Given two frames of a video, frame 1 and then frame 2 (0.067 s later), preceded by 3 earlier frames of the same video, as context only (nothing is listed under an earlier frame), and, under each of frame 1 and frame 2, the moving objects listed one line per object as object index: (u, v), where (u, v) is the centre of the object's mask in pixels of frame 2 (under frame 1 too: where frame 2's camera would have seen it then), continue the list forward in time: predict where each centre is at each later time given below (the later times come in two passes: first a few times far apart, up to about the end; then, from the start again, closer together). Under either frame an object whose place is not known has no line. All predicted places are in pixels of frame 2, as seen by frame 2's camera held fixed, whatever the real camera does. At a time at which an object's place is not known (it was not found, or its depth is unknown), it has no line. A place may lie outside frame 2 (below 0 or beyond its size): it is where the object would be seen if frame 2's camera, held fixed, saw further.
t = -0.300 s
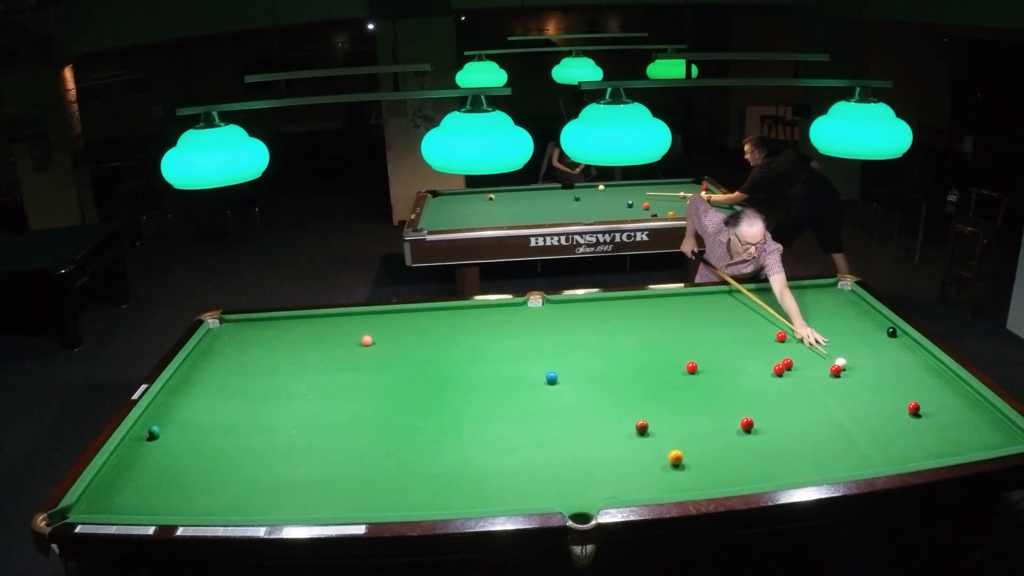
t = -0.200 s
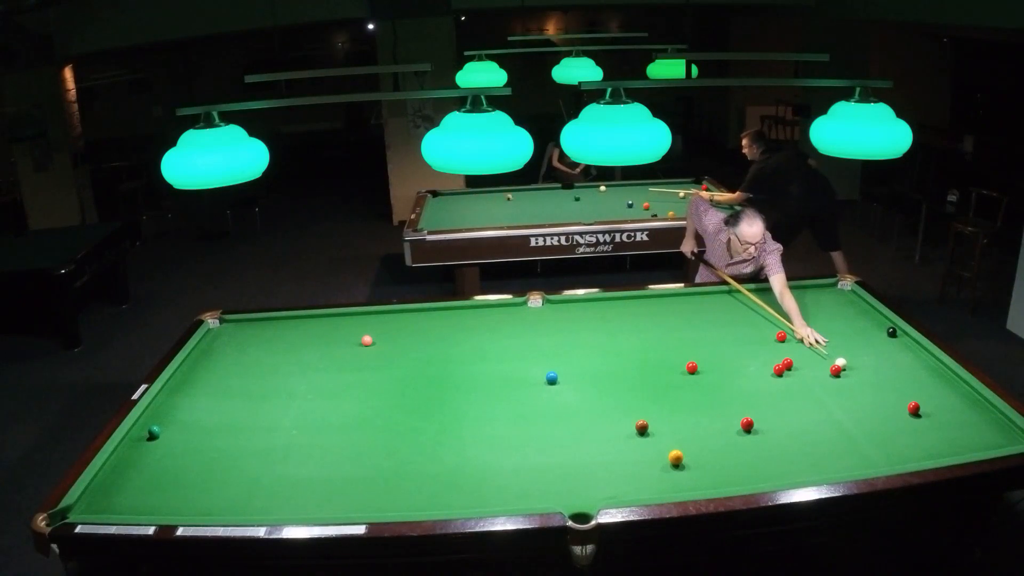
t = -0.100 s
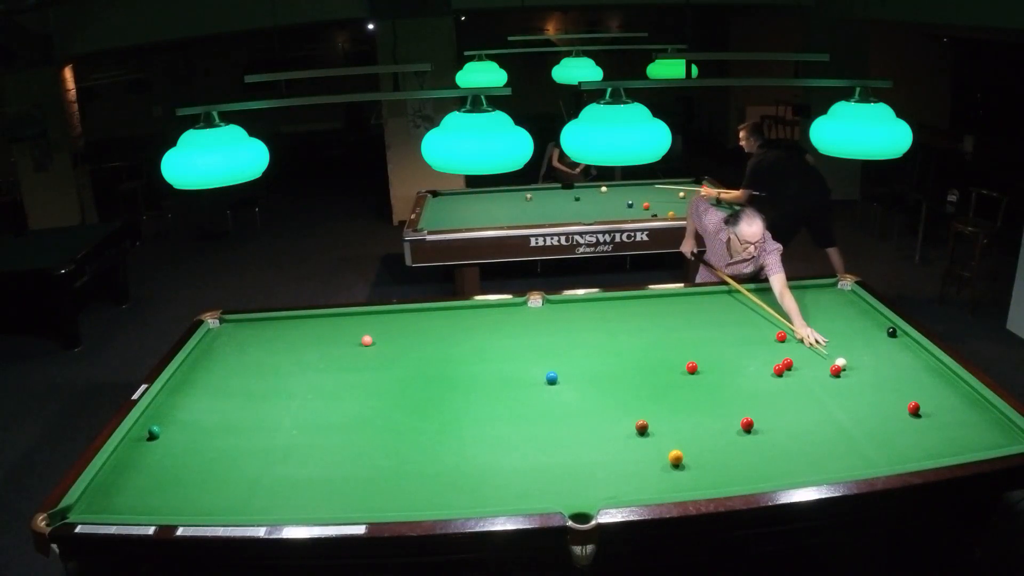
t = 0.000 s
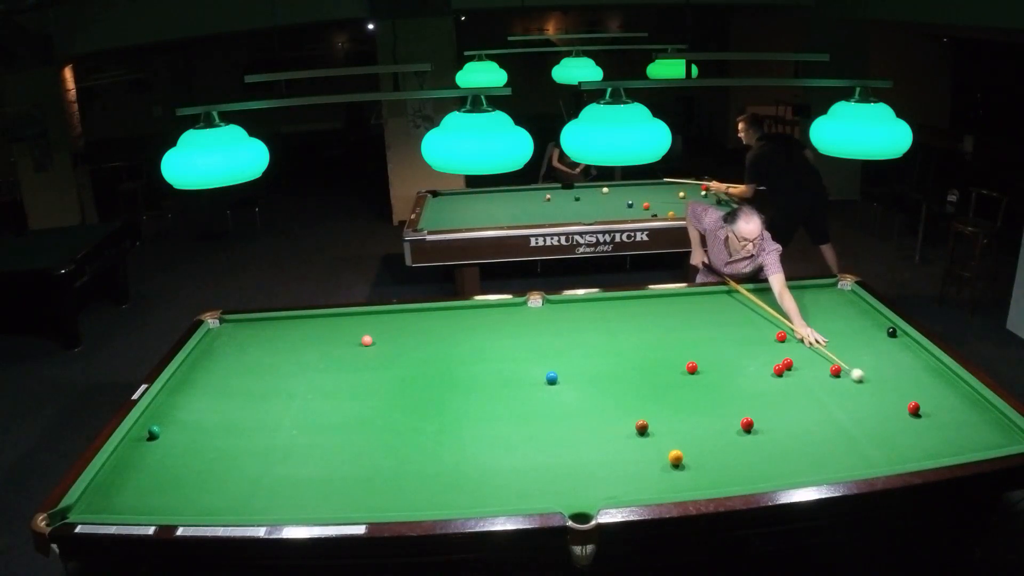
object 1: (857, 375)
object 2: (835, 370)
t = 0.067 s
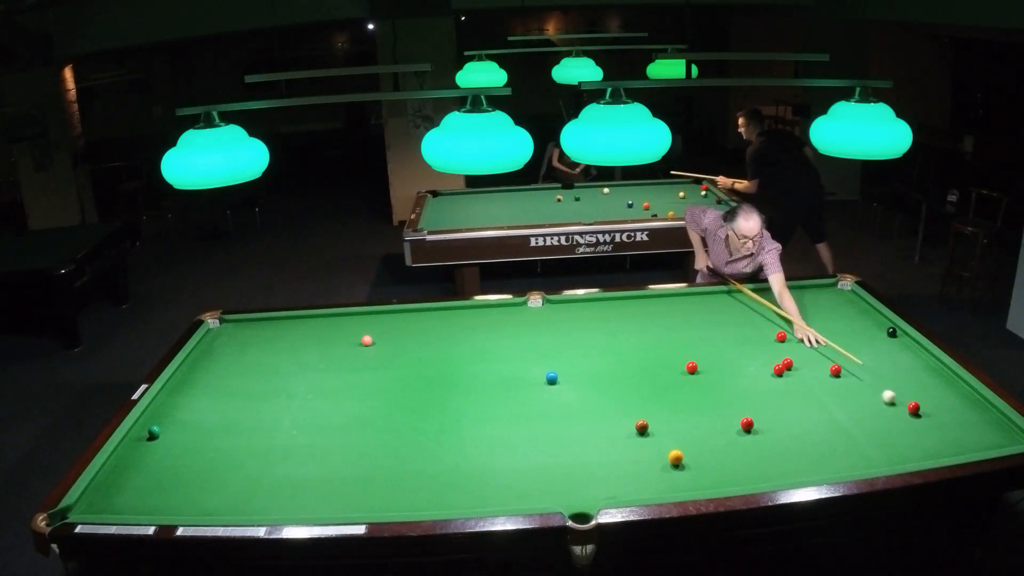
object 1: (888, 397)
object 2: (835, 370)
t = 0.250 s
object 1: (896, 436)
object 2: (835, 370)
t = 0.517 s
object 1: (862, 451)
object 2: (835, 370)
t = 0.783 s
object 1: (801, 423)
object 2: (835, 370)
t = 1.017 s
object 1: (754, 403)
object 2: (835, 370)
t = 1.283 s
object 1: (705, 381)
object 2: (835, 370)
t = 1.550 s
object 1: (662, 361)
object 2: (809, 362)
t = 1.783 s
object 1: (628, 346)
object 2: (785, 353)
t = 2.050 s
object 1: (593, 331)
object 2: (760, 345)
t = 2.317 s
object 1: (562, 318)
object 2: (736, 338)
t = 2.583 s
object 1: (535, 307)
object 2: (715, 331)
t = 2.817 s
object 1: (540, 305)
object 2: (698, 326)
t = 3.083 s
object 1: (563, 309)
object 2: (680, 320)
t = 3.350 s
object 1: (587, 314)
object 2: (664, 315)
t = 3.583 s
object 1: (607, 317)
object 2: (651, 311)
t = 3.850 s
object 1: (629, 322)
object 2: (637, 307)
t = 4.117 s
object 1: (650, 326)
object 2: (626, 303)
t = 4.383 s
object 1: (671, 330)
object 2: (615, 300)
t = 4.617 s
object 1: (689, 333)
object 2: (610, 300)
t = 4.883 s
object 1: (707, 337)
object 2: (606, 303)
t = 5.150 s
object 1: (725, 340)
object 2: (604, 305)
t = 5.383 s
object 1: (739, 343)
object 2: (602, 306)
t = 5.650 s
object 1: (755, 346)
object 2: (600, 308)
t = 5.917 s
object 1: (768, 349)
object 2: (598, 308)
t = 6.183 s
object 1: (780, 351)
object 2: (598, 309)
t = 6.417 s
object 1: (790, 353)
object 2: (598, 309)
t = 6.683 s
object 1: (799, 356)
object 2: (598, 309)
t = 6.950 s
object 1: (807, 357)
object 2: (598, 309)
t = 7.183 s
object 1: (812, 358)
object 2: (598, 309)
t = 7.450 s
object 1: (818, 359)
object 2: (598, 309)
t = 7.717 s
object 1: (822, 359)
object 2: (598, 309)
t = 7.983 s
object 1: (825, 359)
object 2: (598, 309)
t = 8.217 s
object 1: (826, 360)
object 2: (598, 309)
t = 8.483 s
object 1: (827, 360)
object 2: (598, 309)
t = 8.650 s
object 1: (827, 360)
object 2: (598, 309)
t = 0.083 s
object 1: (896, 402)
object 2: (835, 370)
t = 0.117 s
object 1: (900, 411)
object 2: (835, 370)
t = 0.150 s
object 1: (899, 417)
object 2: (835, 370)
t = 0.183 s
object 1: (897, 424)
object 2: (835, 370)
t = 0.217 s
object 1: (897, 430)
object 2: (835, 370)
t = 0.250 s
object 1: (896, 436)
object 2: (835, 370)
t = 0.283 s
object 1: (895, 443)
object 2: (835, 370)
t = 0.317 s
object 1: (895, 449)
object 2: (835, 370)
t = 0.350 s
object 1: (894, 456)
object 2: (835, 370)
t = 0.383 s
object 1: (893, 461)
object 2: (835, 370)
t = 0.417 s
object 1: (887, 461)
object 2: (835, 370)
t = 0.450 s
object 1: (879, 458)
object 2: (835, 370)
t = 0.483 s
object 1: (870, 455)
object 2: (835, 370)
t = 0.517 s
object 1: (862, 451)
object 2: (835, 370)
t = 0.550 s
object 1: (854, 447)
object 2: (835, 370)
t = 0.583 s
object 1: (846, 444)
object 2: (835, 370)
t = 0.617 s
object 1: (838, 440)
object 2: (835, 370)
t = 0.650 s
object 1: (831, 437)
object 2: (835, 370)
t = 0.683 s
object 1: (823, 433)
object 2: (835, 370)
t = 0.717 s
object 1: (816, 430)
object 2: (835, 370)
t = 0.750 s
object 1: (808, 427)
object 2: (835, 370)
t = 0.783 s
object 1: (801, 423)
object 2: (835, 370)
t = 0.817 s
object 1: (794, 420)
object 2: (835, 370)
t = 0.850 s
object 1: (787, 417)
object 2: (835, 370)
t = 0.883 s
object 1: (780, 414)
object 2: (835, 370)
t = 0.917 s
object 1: (773, 411)
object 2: (835, 370)
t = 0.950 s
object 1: (766, 408)
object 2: (835, 370)
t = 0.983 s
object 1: (761, 406)
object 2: (835, 370)
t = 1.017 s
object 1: (754, 403)
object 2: (835, 370)
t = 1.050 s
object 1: (748, 400)
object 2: (835, 370)
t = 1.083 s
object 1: (742, 397)
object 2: (835, 370)
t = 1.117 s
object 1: (735, 394)
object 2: (835, 370)
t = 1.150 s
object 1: (729, 391)
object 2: (835, 370)
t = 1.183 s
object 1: (723, 389)
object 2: (835, 370)
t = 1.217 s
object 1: (717, 386)
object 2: (835, 370)
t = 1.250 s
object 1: (711, 383)
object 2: (835, 370)
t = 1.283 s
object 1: (705, 381)
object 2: (835, 370)
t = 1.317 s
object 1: (699, 378)
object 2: (835, 370)
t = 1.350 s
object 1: (694, 376)
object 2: (833, 369)
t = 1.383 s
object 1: (688, 373)
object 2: (828, 368)
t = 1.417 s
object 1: (683, 371)
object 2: (824, 367)
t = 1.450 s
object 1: (677, 368)
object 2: (820, 365)
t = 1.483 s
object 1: (672, 366)
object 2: (816, 364)
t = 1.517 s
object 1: (667, 364)
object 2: (813, 363)
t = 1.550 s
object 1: (662, 361)
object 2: (809, 362)
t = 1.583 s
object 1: (657, 359)
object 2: (806, 361)
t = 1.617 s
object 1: (652, 357)
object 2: (802, 360)
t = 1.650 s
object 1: (646, 355)
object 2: (799, 358)
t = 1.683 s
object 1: (642, 352)
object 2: (796, 357)
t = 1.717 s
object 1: (637, 350)
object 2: (792, 355)
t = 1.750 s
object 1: (632, 348)
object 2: (789, 354)
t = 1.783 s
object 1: (628, 346)
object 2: (785, 353)
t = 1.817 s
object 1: (623, 344)
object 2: (782, 353)
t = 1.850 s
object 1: (619, 342)
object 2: (779, 352)
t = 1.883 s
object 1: (614, 340)
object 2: (776, 350)
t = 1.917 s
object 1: (610, 339)
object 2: (772, 349)
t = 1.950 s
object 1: (606, 336)
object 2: (769, 349)
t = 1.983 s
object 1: (601, 335)
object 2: (766, 347)
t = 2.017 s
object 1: (597, 333)
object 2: (763, 346)
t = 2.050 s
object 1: (593, 331)
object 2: (760, 345)
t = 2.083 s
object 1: (589, 329)
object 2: (757, 345)
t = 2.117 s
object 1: (585, 328)
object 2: (754, 343)
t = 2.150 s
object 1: (581, 326)
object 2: (751, 342)
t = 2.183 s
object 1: (577, 324)
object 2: (748, 341)
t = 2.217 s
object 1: (573, 323)
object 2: (745, 341)
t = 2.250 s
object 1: (570, 321)
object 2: (742, 340)
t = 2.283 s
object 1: (566, 319)
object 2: (739, 339)
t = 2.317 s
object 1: (562, 318)
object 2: (736, 338)
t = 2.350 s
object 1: (559, 316)
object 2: (733, 337)
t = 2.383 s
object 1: (555, 315)
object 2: (731, 336)
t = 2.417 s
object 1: (552, 313)
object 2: (728, 335)
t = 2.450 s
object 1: (548, 312)
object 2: (725, 334)
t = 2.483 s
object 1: (545, 311)
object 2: (723, 334)
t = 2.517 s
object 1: (542, 309)
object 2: (720, 333)
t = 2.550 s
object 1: (538, 308)
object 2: (717, 332)
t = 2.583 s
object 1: (535, 307)
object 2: (715, 331)
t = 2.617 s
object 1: (532, 305)
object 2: (712, 330)
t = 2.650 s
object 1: (528, 303)
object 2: (710, 329)
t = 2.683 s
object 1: (527, 302)
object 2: (707, 329)
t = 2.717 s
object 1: (530, 303)
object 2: (705, 328)
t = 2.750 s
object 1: (533, 304)
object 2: (703, 327)
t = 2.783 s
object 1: (537, 304)
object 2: (700, 326)
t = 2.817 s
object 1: (540, 305)
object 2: (698, 326)
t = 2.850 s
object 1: (542, 305)
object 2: (696, 325)
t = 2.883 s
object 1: (546, 306)
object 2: (693, 324)
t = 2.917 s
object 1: (548, 307)
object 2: (691, 323)
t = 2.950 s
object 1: (551, 307)
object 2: (689, 323)
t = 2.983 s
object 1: (554, 308)
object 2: (686, 322)
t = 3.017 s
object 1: (557, 308)
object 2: (684, 321)
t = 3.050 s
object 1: (560, 309)
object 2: (682, 321)
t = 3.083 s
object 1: (563, 309)
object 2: (680, 320)
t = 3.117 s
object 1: (566, 310)
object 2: (678, 319)
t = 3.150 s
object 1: (569, 311)
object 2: (676, 319)
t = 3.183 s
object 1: (572, 311)
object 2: (673, 318)
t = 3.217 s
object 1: (575, 312)
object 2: (672, 317)
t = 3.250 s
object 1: (578, 312)
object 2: (670, 317)
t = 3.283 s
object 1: (581, 313)
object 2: (668, 316)
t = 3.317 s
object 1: (584, 313)
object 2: (666, 316)
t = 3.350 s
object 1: (587, 314)
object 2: (664, 315)
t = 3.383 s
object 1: (589, 314)
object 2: (662, 314)
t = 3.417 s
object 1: (592, 315)
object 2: (660, 314)
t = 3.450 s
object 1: (595, 315)
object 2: (658, 313)
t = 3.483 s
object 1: (598, 316)
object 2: (656, 313)
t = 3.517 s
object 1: (601, 316)
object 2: (654, 312)
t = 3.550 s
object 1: (604, 317)
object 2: (652, 311)
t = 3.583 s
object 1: (607, 317)
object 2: (651, 311)
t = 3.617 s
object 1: (610, 318)
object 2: (649, 310)
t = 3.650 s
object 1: (612, 319)
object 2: (647, 310)
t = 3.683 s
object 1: (615, 319)
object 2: (646, 309)
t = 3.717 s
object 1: (618, 320)
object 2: (644, 309)
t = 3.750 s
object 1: (621, 320)
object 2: (642, 308)
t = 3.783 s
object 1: (623, 321)
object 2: (641, 308)
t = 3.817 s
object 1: (626, 321)
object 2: (639, 307)
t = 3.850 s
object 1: (629, 322)
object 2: (637, 307)
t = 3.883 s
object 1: (631, 322)
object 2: (636, 306)
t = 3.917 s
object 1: (634, 323)
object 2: (634, 306)
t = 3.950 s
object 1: (637, 323)
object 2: (633, 305)
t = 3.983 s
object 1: (640, 324)
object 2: (631, 305)
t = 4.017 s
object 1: (642, 325)
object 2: (630, 304)
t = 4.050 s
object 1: (645, 325)
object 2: (628, 304)
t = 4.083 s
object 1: (648, 325)
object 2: (627, 303)
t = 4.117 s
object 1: (650, 326)
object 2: (626, 303)
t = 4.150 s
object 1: (653, 327)
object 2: (624, 302)
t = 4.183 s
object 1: (656, 327)
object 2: (623, 302)
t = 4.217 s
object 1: (658, 328)
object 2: (621, 302)
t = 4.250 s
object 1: (661, 328)
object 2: (620, 301)
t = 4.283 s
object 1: (663, 329)
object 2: (619, 301)
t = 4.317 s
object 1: (666, 329)
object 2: (618, 300)
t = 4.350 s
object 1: (669, 329)
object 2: (617, 300)
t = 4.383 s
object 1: (671, 330)
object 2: (615, 300)
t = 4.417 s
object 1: (674, 331)
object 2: (614, 299)
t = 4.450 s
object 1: (676, 331)
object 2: (612, 299)
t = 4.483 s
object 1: (679, 331)
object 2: (612, 299)
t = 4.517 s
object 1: (681, 332)
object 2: (611, 299)
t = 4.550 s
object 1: (684, 332)
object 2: (611, 300)
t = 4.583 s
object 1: (686, 333)
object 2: (611, 300)
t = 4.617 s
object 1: (689, 333)
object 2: (610, 300)
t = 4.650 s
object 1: (691, 334)
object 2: (609, 301)
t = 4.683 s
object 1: (693, 334)
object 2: (609, 301)
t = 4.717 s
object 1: (696, 335)
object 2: (609, 301)
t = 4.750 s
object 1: (698, 335)
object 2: (608, 301)
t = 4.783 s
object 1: (700, 335)
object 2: (608, 302)
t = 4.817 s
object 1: (703, 336)
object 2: (607, 302)
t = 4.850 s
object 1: (705, 336)
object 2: (607, 302)
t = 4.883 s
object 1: (707, 337)
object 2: (606, 303)
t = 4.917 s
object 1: (710, 337)
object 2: (606, 303)
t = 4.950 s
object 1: (712, 338)
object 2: (606, 303)
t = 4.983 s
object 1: (714, 338)
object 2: (605, 303)
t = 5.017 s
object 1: (716, 339)
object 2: (605, 304)
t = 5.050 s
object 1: (719, 339)
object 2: (605, 304)
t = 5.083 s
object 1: (721, 340)
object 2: (604, 304)
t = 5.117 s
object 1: (723, 340)
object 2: (604, 305)
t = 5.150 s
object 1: (725, 340)
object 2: (604, 305)
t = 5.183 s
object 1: (727, 341)
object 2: (603, 305)
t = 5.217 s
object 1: (729, 341)
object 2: (603, 305)
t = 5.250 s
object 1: (731, 341)
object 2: (603, 306)
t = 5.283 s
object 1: (733, 342)
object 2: (603, 306)
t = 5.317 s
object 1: (735, 343)
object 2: (602, 306)
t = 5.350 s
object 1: (737, 343)
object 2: (602, 306)
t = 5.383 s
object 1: (739, 343)
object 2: (602, 306)
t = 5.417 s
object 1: (741, 344)
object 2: (602, 307)
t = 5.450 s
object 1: (743, 344)
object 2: (601, 307)
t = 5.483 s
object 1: (745, 344)
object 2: (601, 307)
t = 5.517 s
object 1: (747, 345)
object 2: (601, 307)
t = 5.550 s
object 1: (749, 345)
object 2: (600, 307)
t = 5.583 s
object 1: (751, 346)
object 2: (600, 307)
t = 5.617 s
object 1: (753, 346)
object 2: (600, 308)
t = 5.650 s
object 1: (755, 346)
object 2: (600, 308)
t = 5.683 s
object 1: (756, 347)
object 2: (600, 308)
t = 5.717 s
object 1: (758, 347)
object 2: (599, 308)
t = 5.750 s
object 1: (760, 347)
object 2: (599, 308)
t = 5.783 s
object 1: (761, 348)
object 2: (599, 308)
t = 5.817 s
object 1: (763, 348)
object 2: (599, 308)
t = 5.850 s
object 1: (765, 348)
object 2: (599, 308)
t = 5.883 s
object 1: (766, 349)
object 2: (598, 308)
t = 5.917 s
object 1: (768, 349)
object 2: (598, 308)
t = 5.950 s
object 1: (770, 349)
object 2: (598, 309)
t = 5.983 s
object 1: (771, 350)
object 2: (598, 309)
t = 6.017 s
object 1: (773, 350)
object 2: (598, 309)
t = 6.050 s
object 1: (774, 350)
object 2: (598, 309)
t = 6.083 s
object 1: (776, 351)
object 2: (598, 309)
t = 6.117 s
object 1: (777, 351)
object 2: (598, 309)
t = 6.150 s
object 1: (779, 351)
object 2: (598, 309)
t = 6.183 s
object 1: (780, 351)
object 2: (598, 309)
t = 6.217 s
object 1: (781, 352)
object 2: (598, 309)
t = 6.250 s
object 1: (783, 352)
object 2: (598, 309)
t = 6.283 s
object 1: (784, 352)
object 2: (598, 309)
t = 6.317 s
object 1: (785, 352)
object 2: (598, 309)
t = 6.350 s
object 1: (787, 352)
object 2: (598, 309)
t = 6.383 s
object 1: (788, 353)
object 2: (598, 309)
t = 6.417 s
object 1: (790, 353)
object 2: (598, 309)
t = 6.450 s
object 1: (791, 353)
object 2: (598, 309)
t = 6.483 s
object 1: (792, 353)
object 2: (598, 309)
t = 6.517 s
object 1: (793, 354)
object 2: (598, 309)
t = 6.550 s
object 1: (794, 354)
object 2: (598, 309)
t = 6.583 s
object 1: (795, 354)
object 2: (598, 309)
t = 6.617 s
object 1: (796, 355)
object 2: (598, 309)
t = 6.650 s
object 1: (797, 355)
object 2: (598, 309)
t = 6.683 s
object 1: (799, 356)
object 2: (598, 309)
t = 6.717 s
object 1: (800, 356)
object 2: (598, 309)
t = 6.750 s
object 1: (801, 356)
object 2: (598, 309)
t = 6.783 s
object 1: (802, 356)
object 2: (598, 309)
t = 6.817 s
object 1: (803, 356)
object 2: (598, 309)
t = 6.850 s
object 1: (804, 356)
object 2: (598, 309)
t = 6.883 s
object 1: (805, 357)
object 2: (598, 309)
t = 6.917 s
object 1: (806, 357)
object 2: (598, 309)
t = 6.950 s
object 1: (807, 357)
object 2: (598, 309)
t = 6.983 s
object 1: (807, 357)
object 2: (598, 309)
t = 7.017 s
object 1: (809, 357)
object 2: (598, 309)
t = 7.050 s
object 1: (809, 357)
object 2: (598, 309)
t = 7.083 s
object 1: (810, 357)
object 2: (598, 309)
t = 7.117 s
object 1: (811, 357)
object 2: (598, 309)
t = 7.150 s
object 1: (812, 358)
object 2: (598, 309)
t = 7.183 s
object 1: (812, 358)
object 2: (598, 309)
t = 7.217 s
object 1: (813, 358)
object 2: (598, 309)
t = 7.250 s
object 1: (814, 358)
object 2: (598, 309)
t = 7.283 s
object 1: (815, 358)
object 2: (598, 309)
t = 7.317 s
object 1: (816, 358)
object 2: (598, 309)
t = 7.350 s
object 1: (816, 358)
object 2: (598, 309)
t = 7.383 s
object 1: (817, 358)
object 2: (598, 309)
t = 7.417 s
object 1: (817, 359)
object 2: (598, 309)
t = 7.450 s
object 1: (818, 359)
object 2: (598, 309)
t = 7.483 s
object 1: (819, 358)
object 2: (598, 309)
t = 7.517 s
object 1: (819, 359)
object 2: (598, 309)
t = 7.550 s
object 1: (820, 359)
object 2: (598, 309)
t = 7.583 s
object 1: (821, 359)
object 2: (598, 309)
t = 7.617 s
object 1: (821, 359)
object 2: (598, 309)
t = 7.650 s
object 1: (821, 359)
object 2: (598, 309)
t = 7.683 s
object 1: (822, 359)
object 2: (598, 309)
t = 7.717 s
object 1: (822, 359)
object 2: (598, 309)
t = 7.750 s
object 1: (823, 359)
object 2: (598, 309)
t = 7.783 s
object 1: (823, 359)
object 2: (598, 309)
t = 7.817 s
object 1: (824, 359)
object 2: (598, 309)
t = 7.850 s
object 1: (824, 359)
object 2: (598, 309)
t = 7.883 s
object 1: (824, 359)
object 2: (598, 309)
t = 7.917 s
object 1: (825, 359)
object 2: (598, 309)
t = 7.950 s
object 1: (825, 360)
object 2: (598, 309)
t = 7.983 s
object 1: (825, 359)
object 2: (598, 309)
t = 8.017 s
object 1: (825, 359)
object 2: (598, 309)
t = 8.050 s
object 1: (826, 360)
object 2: (598, 309)
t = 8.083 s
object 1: (826, 359)
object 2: (598, 309)
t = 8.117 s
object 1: (826, 359)
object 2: (598, 309)
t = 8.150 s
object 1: (826, 360)
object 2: (598, 309)
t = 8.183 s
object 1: (826, 360)
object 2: (598, 309)
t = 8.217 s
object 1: (826, 360)
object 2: (598, 309)
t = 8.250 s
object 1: (827, 360)
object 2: (598, 309)
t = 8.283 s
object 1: (827, 360)
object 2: (598, 309)
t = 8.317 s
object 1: (827, 360)
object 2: (598, 309)
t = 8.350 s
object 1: (827, 360)
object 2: (598, 309)
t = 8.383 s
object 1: (827, 360)
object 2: (598, 309)
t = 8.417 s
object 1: (827, 359)
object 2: (598, 309)
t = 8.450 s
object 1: (827, 360)
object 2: (598, 309)
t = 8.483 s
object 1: (827, 360)
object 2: (598, 309)
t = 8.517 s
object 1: (827, 360)
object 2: (598, 309)
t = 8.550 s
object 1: (827, 359)
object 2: (598, 309)
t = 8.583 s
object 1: (827, 360)
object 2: (598, 309)
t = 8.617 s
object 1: (827, 360)
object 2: (598, 309)
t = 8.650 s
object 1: (827, 360)
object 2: (598, 309)
